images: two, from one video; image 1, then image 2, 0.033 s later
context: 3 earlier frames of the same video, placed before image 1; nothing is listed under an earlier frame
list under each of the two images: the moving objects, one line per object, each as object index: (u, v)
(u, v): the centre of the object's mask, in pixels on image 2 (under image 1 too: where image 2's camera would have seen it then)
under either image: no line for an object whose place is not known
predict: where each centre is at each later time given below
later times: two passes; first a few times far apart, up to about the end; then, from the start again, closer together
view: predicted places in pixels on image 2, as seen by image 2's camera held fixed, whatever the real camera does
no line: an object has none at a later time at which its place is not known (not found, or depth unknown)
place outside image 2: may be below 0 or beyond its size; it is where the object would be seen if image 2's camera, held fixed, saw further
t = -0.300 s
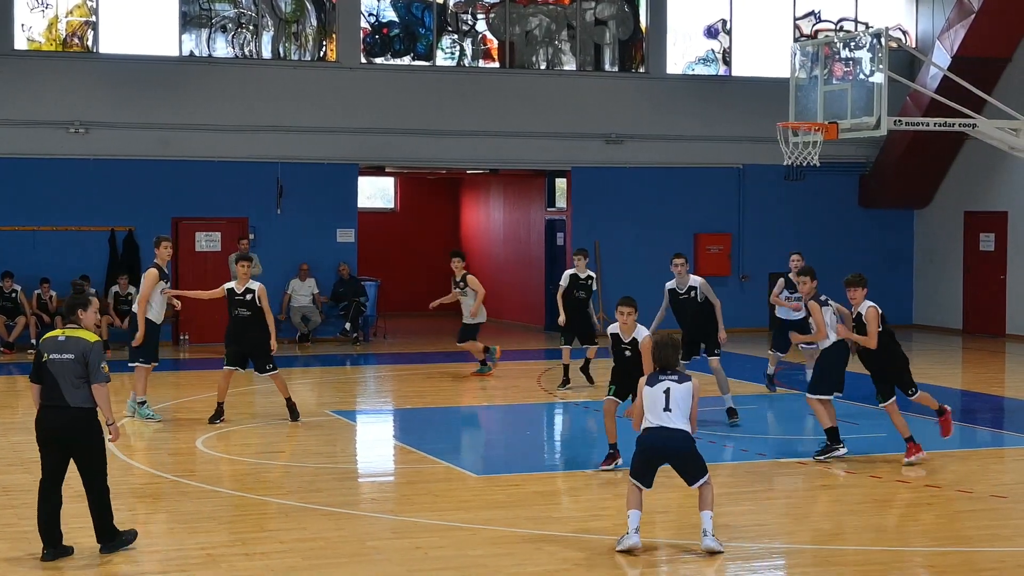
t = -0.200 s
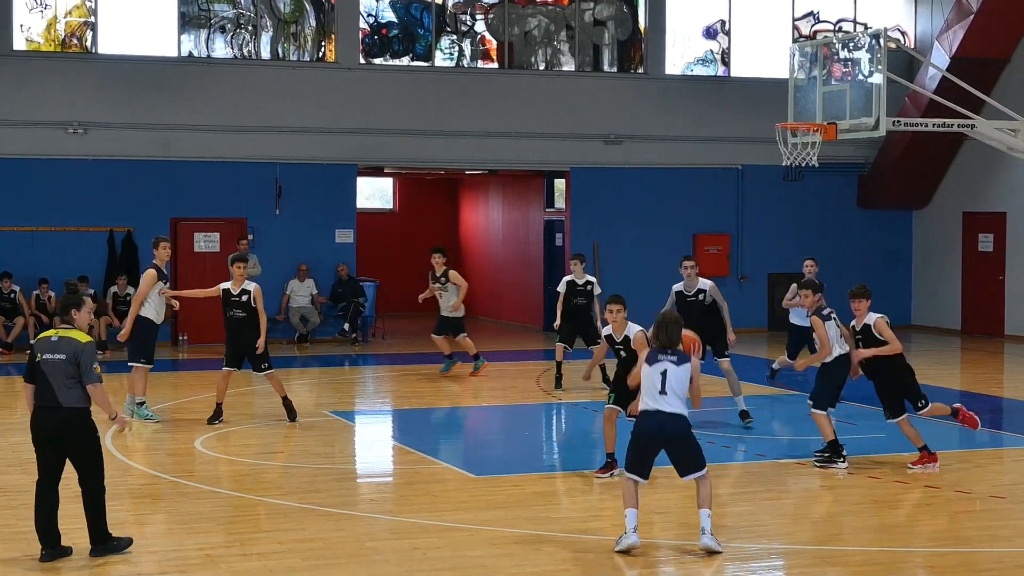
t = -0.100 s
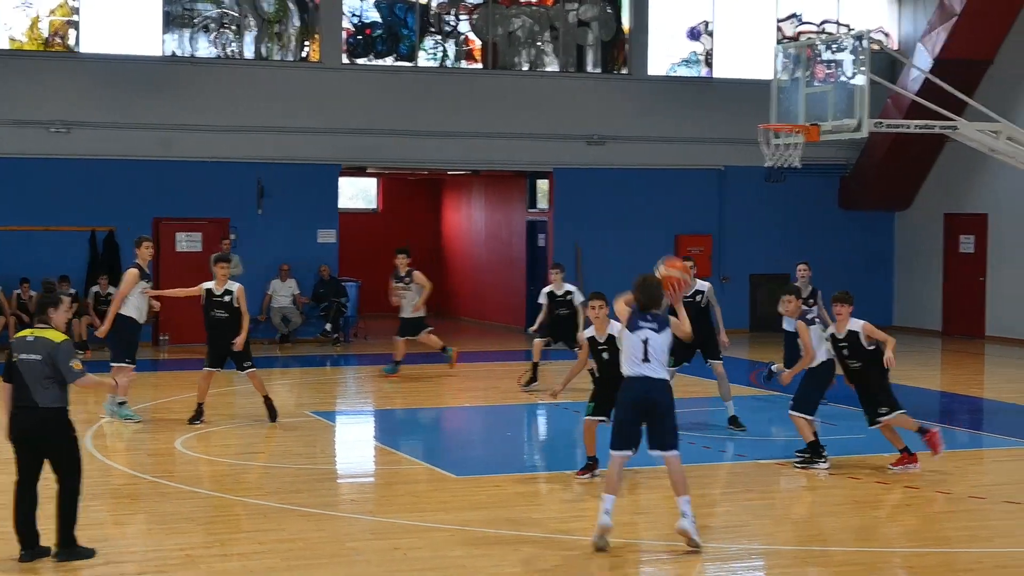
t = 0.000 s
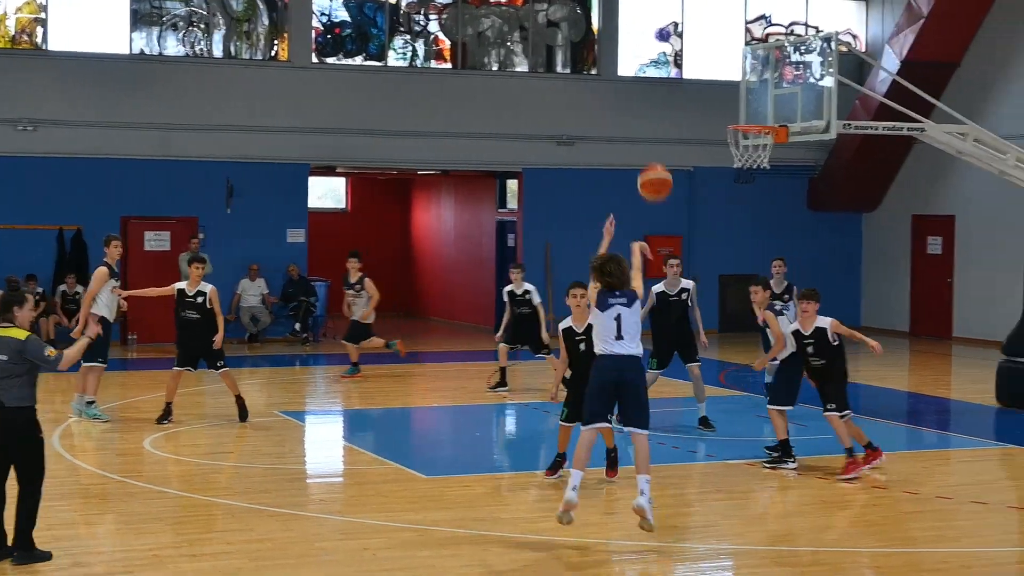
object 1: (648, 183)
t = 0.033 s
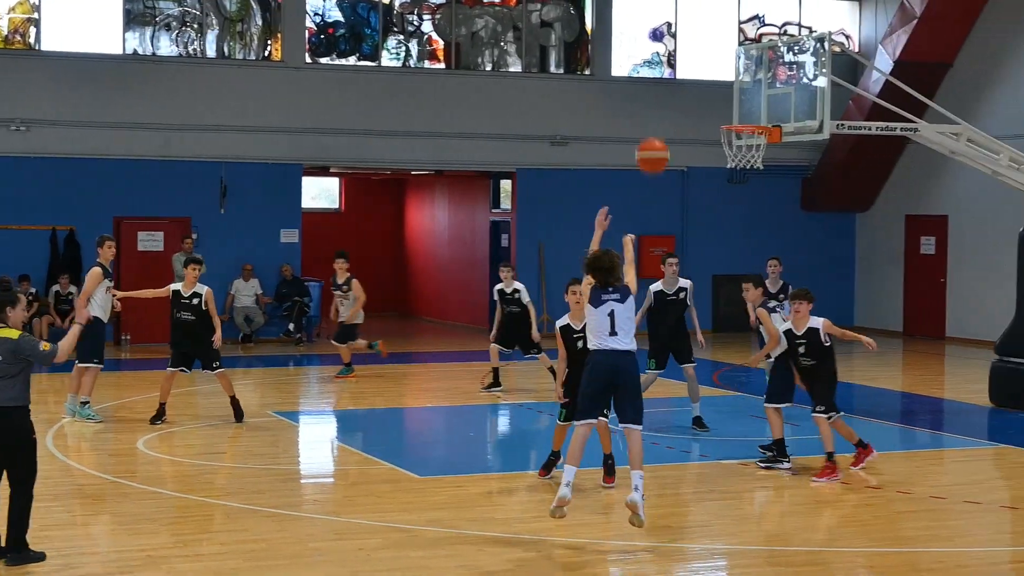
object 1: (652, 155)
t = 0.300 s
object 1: (681, 12)
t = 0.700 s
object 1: (713, -5)
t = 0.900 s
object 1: (726, 35)
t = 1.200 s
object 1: (752, 138)
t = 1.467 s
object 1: (704, 184)
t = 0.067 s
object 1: (657, 130)
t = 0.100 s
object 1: (660, 107)
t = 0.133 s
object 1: (664, 88)
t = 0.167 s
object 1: (667, 69)
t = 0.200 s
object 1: (671, 52)
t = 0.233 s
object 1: (674, 36)
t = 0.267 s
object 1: (678, 24)
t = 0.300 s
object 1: (681, 12)
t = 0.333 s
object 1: (684, 6)
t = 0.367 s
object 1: (688, 2)
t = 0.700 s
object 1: (713, -5)
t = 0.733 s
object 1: (716, -3)
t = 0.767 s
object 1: (718, 0)
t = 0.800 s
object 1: (720, 5)
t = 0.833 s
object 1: (722, 14)
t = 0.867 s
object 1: (724, 24)
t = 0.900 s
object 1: (726, 35)
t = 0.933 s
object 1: (728, 46)
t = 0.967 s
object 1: (730, 58)
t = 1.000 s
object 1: (732, 72)
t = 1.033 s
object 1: (734, 86)
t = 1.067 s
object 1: (735, 100)
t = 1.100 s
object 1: (737, 115)
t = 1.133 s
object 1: (741, 125)
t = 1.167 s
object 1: (755, 133)
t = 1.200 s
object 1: (752, 138)
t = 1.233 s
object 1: (745, 144)
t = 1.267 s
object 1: (737, 153)
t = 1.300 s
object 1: (732, 156)
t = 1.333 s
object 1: (725, 160)
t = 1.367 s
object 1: (721, 165)
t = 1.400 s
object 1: (715, 171)
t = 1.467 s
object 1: (704, 184)
